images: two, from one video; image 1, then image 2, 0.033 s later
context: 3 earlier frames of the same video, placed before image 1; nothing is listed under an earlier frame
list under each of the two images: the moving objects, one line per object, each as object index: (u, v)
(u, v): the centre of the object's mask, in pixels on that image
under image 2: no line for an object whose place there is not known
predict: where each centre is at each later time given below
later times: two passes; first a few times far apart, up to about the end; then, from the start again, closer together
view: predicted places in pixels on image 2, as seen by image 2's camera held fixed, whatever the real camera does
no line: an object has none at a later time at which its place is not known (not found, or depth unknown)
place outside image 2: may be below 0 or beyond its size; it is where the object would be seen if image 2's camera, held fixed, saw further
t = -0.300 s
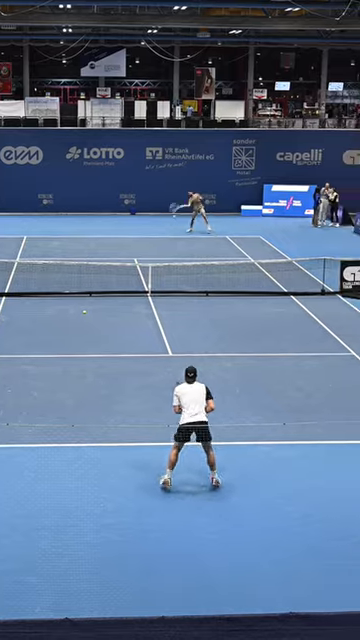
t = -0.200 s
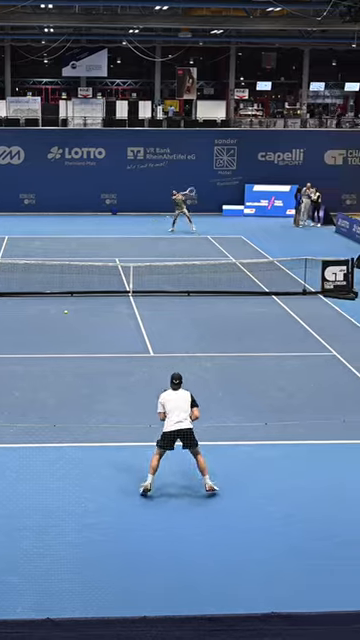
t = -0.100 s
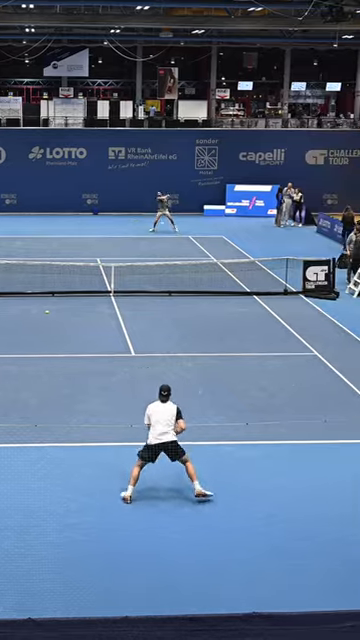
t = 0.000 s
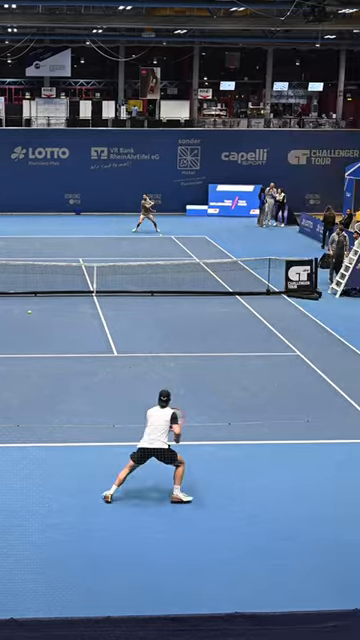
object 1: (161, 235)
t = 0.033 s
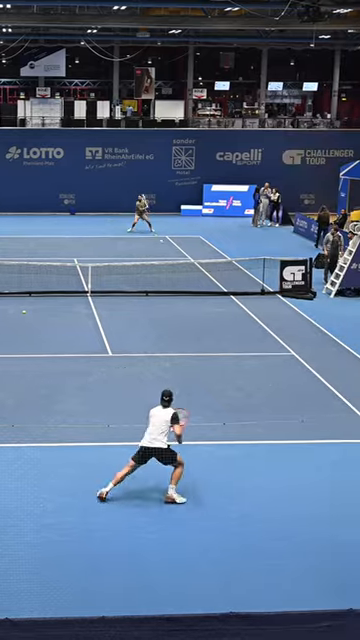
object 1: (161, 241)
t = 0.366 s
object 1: (235, 347)
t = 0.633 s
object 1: (296, 351)
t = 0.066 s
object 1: (167, 247)
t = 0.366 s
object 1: (235, 347)
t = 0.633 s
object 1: (296, 351)
